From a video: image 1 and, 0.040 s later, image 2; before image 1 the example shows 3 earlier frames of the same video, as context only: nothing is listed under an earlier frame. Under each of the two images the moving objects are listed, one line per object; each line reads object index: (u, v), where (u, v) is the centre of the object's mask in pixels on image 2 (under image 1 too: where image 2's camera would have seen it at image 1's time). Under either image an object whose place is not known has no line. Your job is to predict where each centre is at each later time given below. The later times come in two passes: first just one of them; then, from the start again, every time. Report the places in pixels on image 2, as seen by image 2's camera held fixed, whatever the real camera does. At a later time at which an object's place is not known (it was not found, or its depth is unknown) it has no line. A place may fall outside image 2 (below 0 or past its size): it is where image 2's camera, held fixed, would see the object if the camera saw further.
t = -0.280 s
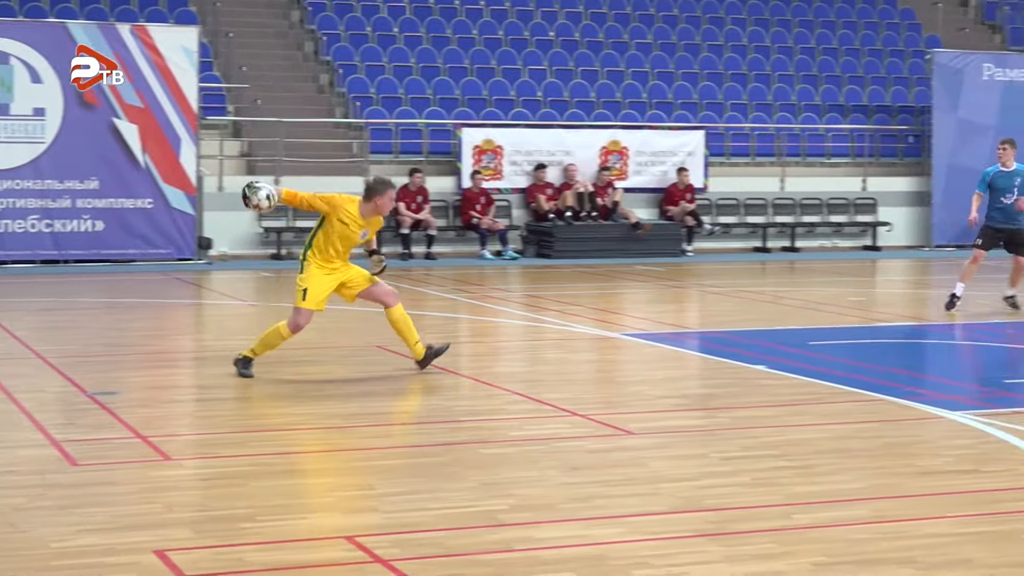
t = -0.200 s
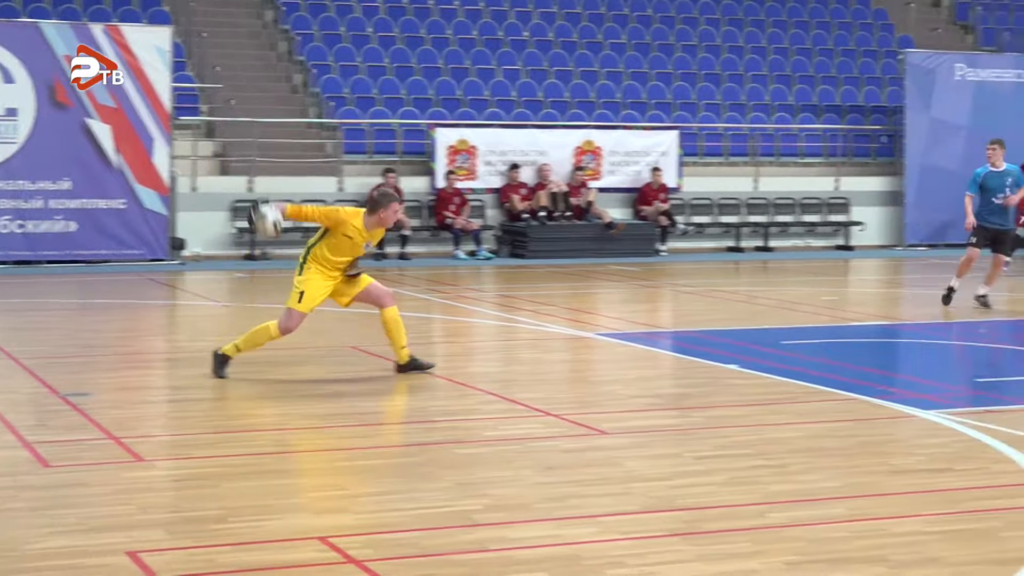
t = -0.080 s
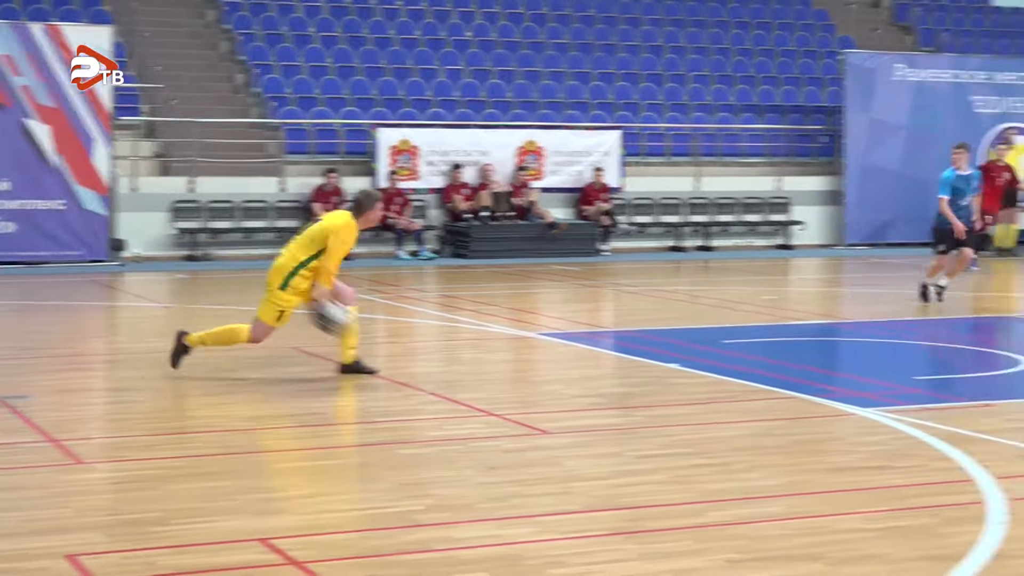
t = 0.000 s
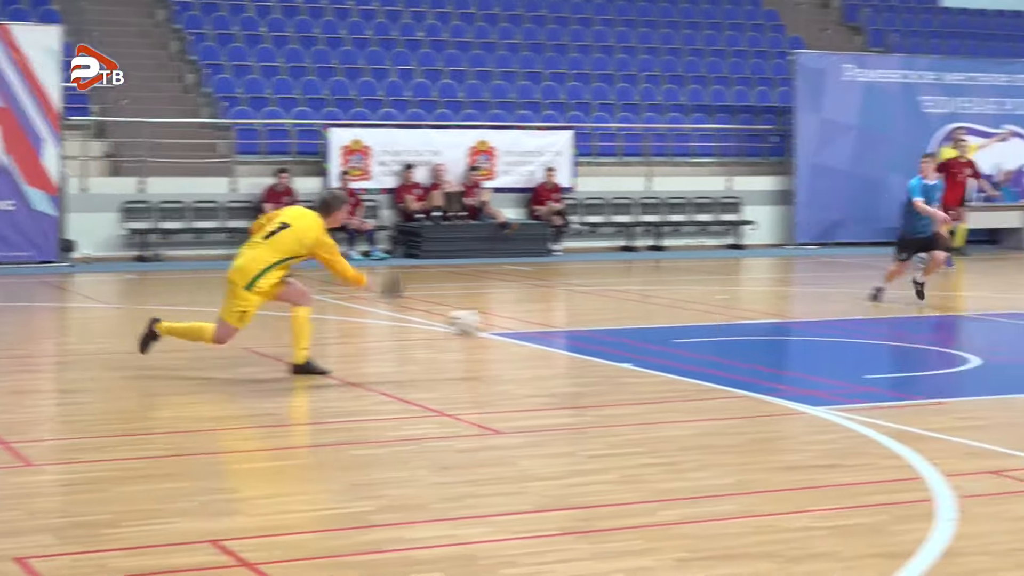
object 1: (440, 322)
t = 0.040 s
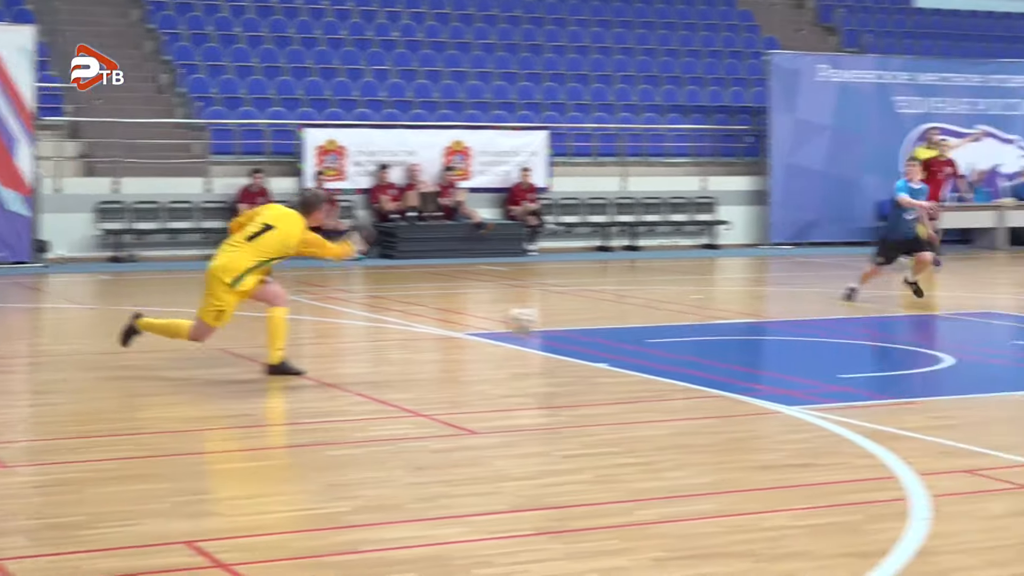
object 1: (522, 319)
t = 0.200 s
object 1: (821, 334)
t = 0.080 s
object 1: (602, 319)
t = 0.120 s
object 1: (680, 322)
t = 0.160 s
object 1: (752, 328)
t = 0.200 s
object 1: (821, 334)
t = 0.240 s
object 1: (885, 331)
